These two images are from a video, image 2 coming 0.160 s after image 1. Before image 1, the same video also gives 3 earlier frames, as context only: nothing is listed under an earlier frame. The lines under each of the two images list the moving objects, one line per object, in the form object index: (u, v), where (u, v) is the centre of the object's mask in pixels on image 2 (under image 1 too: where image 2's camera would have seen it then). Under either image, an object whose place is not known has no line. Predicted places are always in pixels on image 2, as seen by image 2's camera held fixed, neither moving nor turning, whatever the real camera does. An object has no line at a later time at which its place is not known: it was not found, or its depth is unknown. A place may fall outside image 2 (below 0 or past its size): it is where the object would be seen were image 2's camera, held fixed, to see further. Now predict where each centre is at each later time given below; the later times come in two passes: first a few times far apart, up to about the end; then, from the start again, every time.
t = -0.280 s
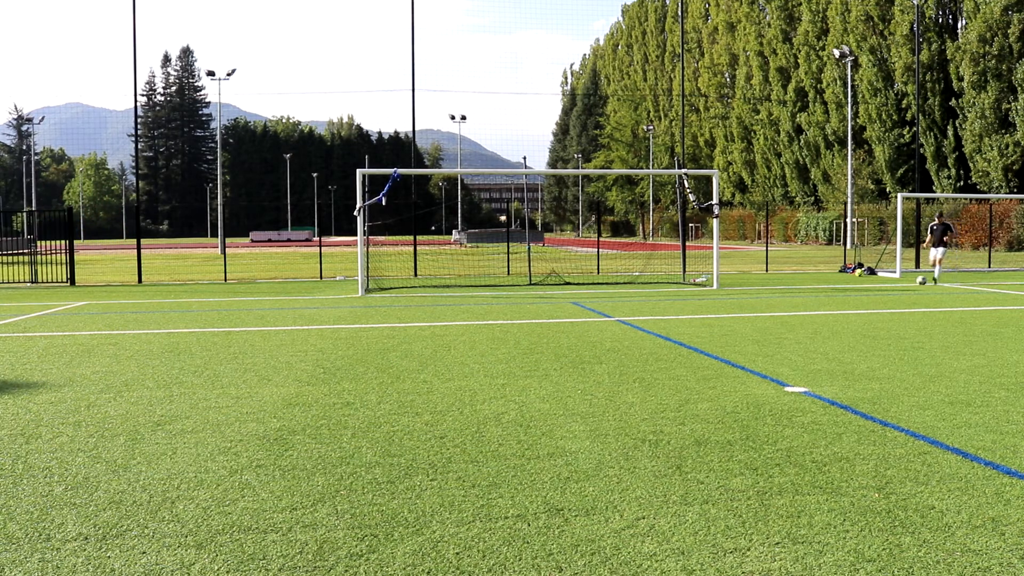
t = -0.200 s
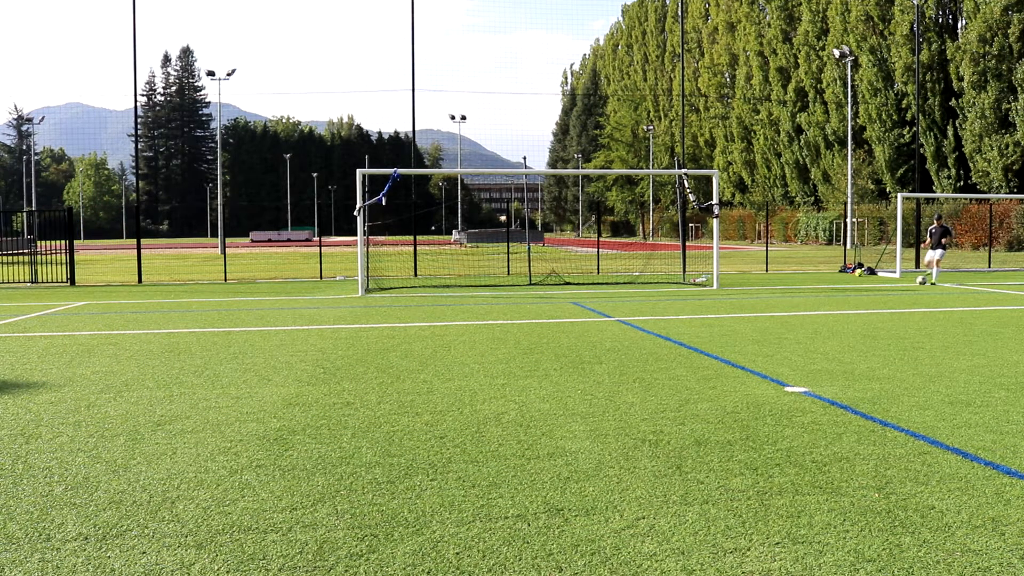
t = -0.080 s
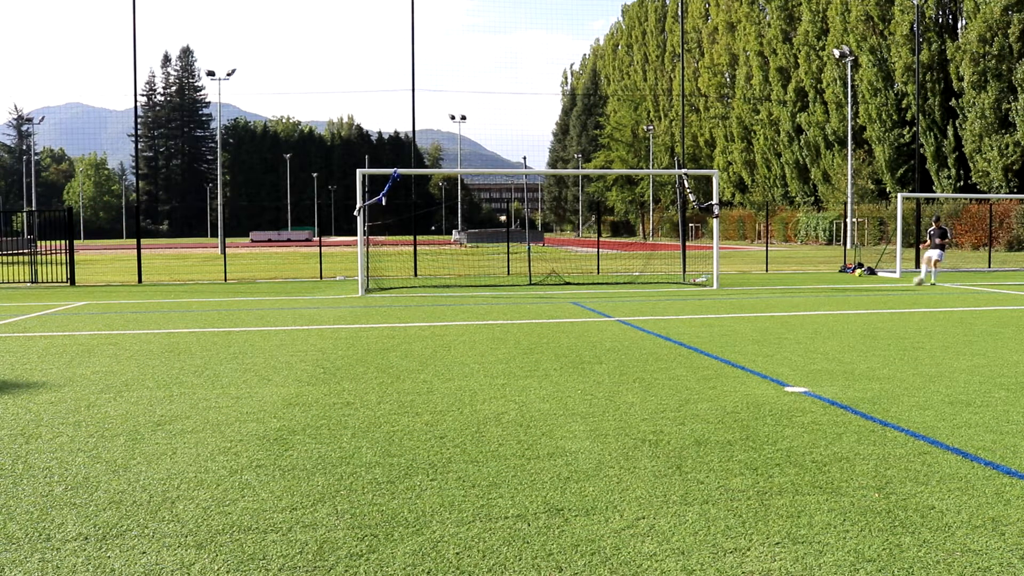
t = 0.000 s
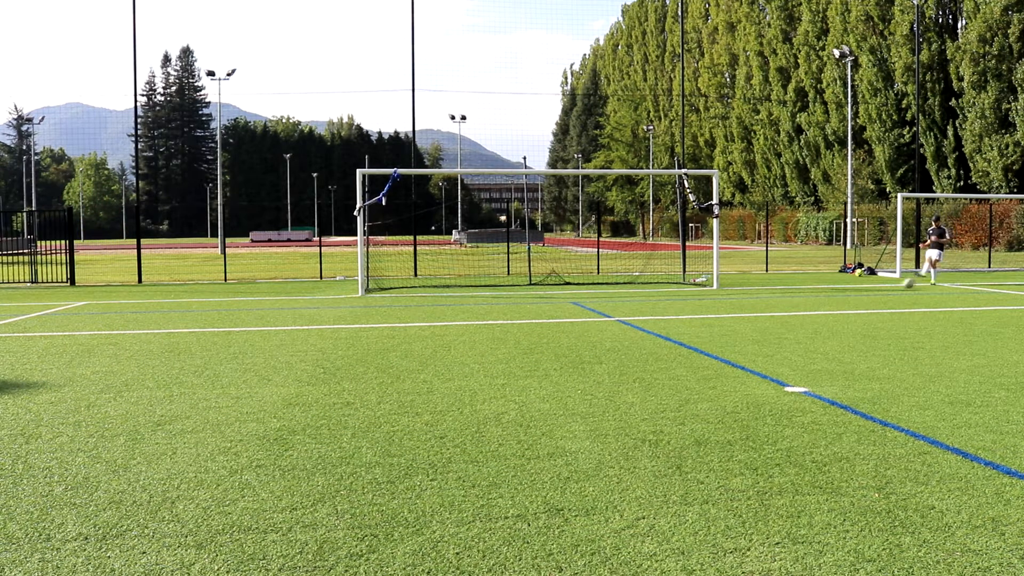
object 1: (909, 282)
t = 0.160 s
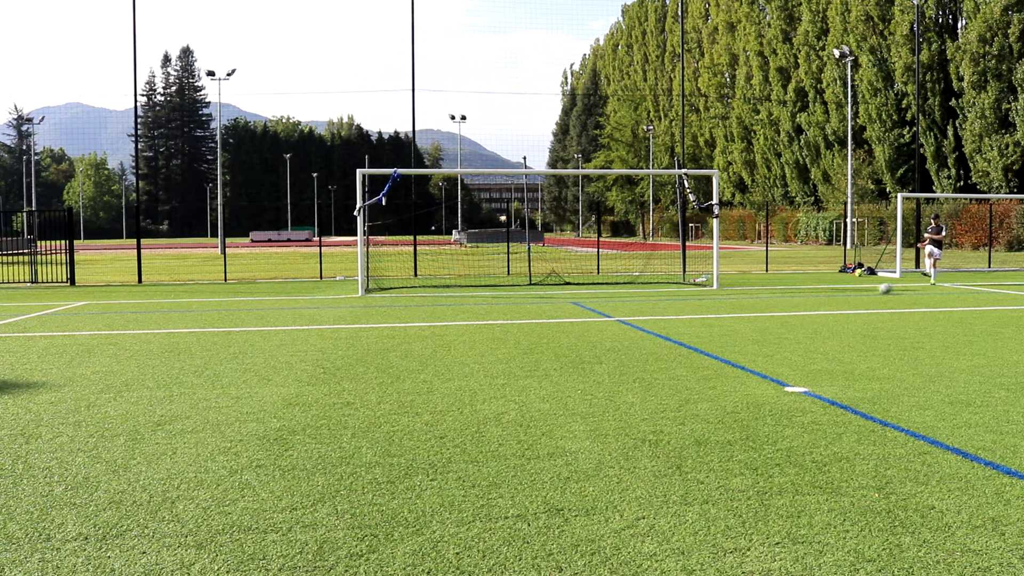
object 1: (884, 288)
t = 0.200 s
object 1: (878, 290)
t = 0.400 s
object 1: (847, 297)
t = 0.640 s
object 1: (805, 307)
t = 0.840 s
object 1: (769, 314)
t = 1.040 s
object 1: (729, 326)
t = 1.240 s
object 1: (684, 337)
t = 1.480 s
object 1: (616, 354)
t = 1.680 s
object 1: (544, 374)
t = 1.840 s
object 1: (474, 389)
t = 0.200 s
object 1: (878, 290)
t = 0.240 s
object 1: (873, 291)
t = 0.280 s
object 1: (866, 293)
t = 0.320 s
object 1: (860, 294)
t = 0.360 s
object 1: (854, 296)
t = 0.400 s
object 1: (847, 297)
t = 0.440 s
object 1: (841, 299)
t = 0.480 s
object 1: (833, 301)
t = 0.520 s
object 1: (827, 302)
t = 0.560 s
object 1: (820, 304)
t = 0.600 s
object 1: (813, 306)
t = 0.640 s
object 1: (805, 307)
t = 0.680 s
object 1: (798, 309)
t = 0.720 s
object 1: (791, 310)
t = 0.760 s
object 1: (784, 312)
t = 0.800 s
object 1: (776, 314)
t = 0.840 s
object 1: (769, 314)
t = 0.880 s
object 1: (761, 317)
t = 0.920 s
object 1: (754, 320)
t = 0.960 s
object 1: (746, 322)
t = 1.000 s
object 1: (738, 323)
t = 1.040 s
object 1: (729, 326)
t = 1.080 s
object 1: (721, 329)
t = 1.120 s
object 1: (712, 330)
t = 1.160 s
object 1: (703, 332)
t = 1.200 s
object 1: (694, 335)
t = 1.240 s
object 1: (684, 337)
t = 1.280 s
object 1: (674, 337)
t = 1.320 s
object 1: (662, 341)
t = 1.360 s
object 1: (651, 346)
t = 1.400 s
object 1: (640, 348)
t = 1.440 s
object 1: (628, 350)
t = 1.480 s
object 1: (616, 354)
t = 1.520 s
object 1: (602, 359)
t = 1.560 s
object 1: (590, 361)
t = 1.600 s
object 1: (575, 363)
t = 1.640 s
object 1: (560, 367)
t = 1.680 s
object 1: (544, 374)
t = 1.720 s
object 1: (528, 375)
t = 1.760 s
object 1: (510, 378)
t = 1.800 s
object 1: (493, 382)
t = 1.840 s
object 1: (474, 389)
